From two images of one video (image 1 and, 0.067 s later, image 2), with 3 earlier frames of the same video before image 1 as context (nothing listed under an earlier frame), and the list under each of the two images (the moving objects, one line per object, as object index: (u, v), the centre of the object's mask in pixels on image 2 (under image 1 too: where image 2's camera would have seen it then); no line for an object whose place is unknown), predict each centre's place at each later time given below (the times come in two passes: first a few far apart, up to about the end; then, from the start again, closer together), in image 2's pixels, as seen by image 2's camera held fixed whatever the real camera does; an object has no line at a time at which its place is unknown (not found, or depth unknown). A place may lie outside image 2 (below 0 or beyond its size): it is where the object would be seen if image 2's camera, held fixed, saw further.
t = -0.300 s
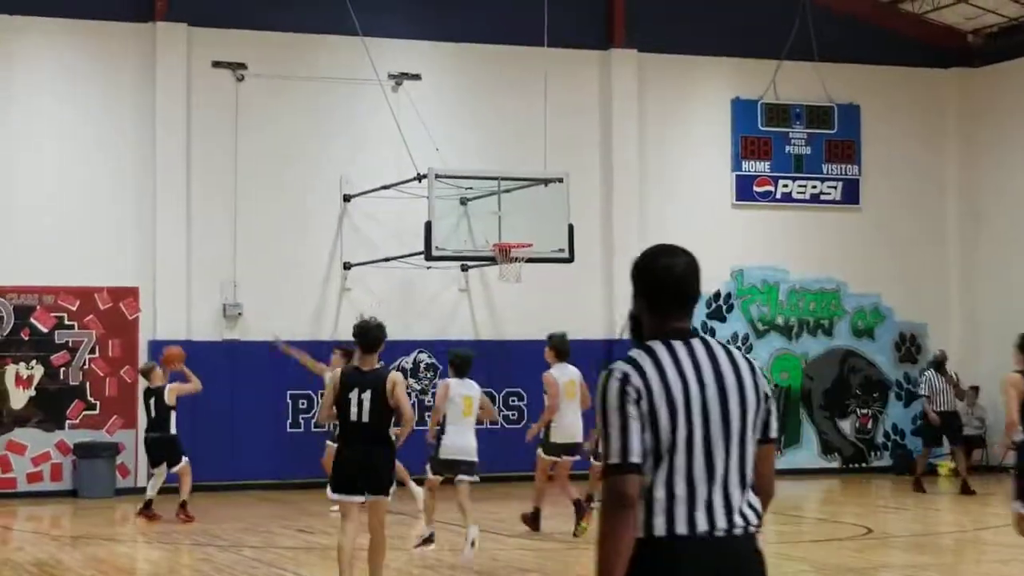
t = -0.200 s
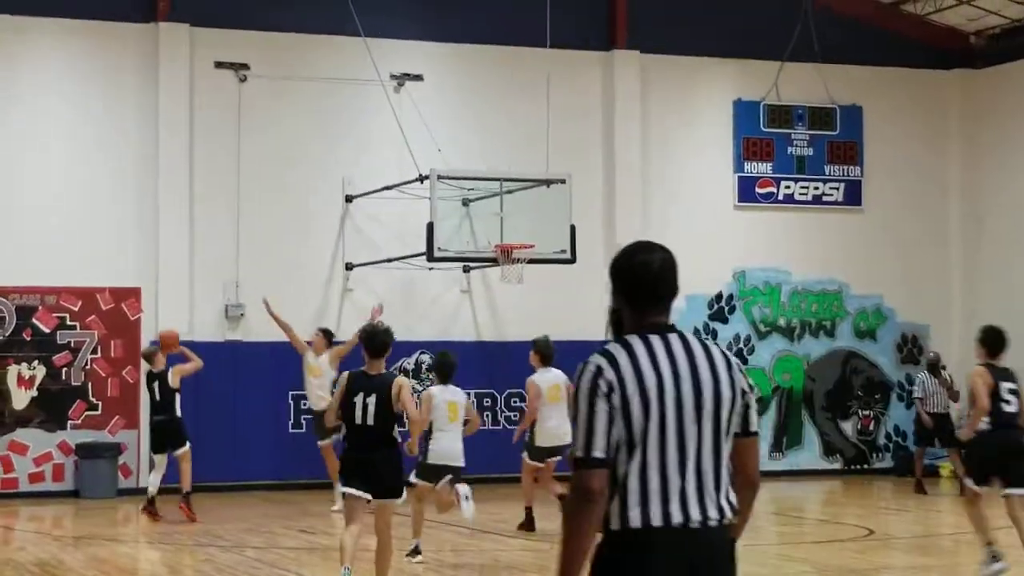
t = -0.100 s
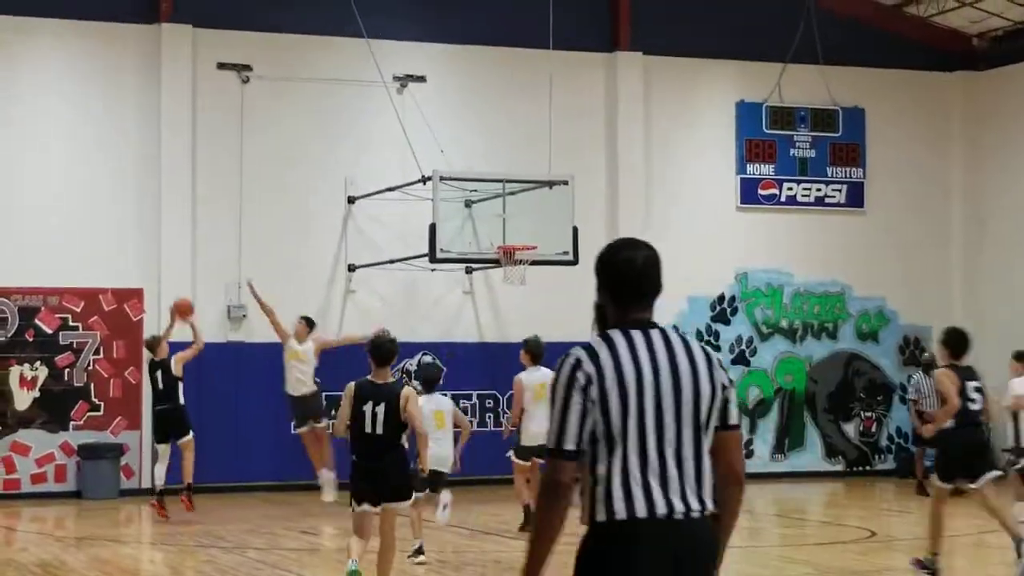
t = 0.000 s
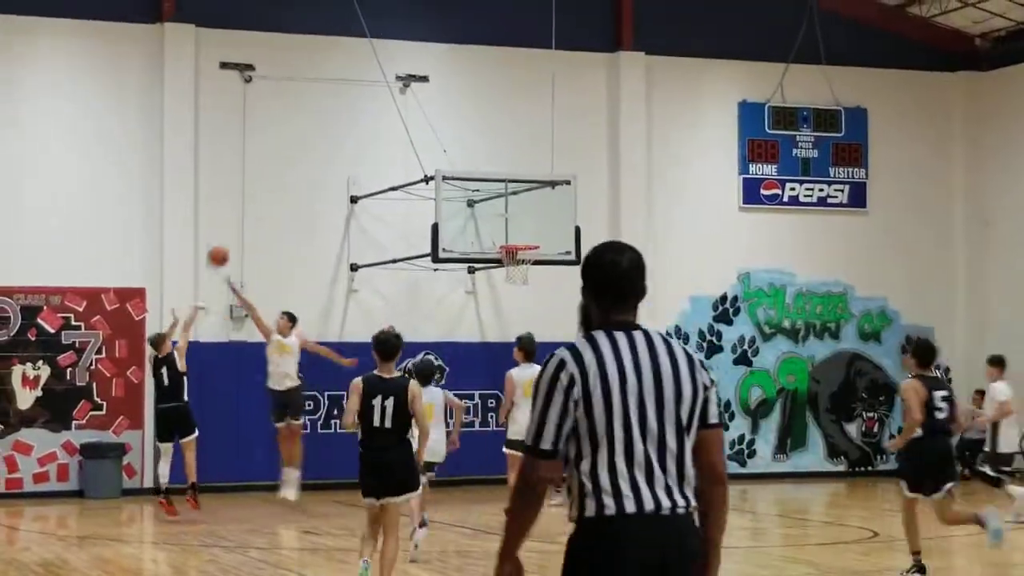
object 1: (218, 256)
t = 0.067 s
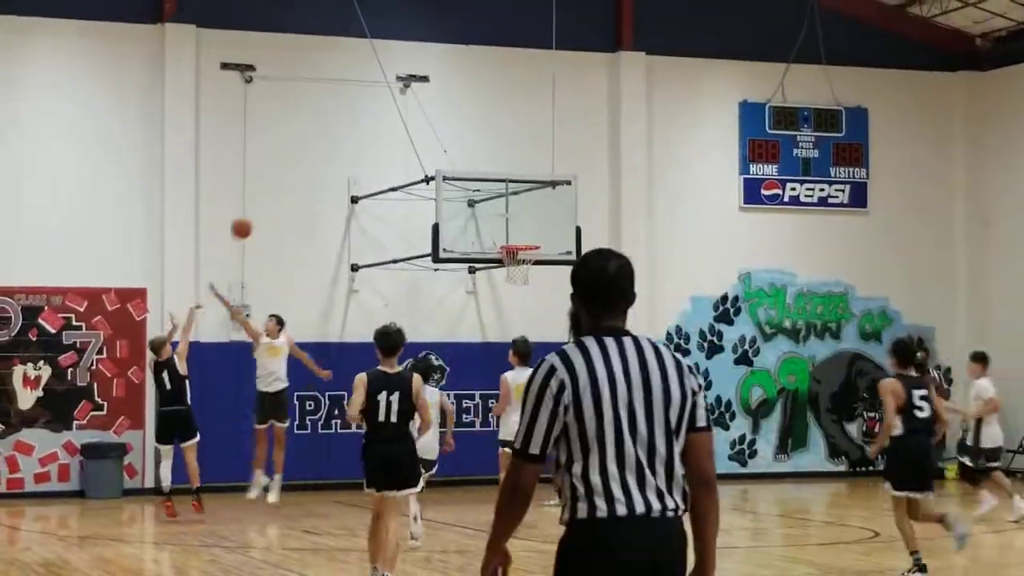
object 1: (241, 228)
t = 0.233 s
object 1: (295, 175)
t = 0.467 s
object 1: (368, 145)
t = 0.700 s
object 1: (438, 162)
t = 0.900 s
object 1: (493, 210)
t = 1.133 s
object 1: (540, 267)
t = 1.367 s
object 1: (554, 298)
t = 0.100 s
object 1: (252, 215)
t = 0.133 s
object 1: (263, 203)
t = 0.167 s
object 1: (274, 193)
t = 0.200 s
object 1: (285, 183)
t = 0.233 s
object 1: (295, 175)
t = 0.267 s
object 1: (306, 167)
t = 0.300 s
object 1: (317, 162)
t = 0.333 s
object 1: (327, 156)
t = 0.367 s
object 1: (338, 151)
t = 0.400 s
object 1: (348, 149)
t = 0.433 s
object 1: (358, 147)
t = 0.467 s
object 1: (368, 145)
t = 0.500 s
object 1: (378, 145)
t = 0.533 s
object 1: (388, 146)
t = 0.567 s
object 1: (398, 147)
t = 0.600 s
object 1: (408, 149)
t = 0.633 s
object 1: (418, 153)
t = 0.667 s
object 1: (428, 157)
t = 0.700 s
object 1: (438, 162)
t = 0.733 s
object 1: (447, 168)
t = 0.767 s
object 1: (457, 174)
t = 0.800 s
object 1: (466, 182)
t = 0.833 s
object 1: (475, 191)
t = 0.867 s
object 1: (485, 200)
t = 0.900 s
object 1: (493, 210)
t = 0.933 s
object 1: (503, 222)
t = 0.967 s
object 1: (512, 234)
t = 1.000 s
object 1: (522, 244)
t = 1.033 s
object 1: (530, 259)
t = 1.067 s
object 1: (536, 266)
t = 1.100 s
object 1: (538, 266)
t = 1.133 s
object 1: (540, 267)
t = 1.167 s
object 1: (542, 269)
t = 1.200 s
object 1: (544, 271)
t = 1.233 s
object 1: (547, 275)
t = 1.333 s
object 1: (552, 291)
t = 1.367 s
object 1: (554, 298)
